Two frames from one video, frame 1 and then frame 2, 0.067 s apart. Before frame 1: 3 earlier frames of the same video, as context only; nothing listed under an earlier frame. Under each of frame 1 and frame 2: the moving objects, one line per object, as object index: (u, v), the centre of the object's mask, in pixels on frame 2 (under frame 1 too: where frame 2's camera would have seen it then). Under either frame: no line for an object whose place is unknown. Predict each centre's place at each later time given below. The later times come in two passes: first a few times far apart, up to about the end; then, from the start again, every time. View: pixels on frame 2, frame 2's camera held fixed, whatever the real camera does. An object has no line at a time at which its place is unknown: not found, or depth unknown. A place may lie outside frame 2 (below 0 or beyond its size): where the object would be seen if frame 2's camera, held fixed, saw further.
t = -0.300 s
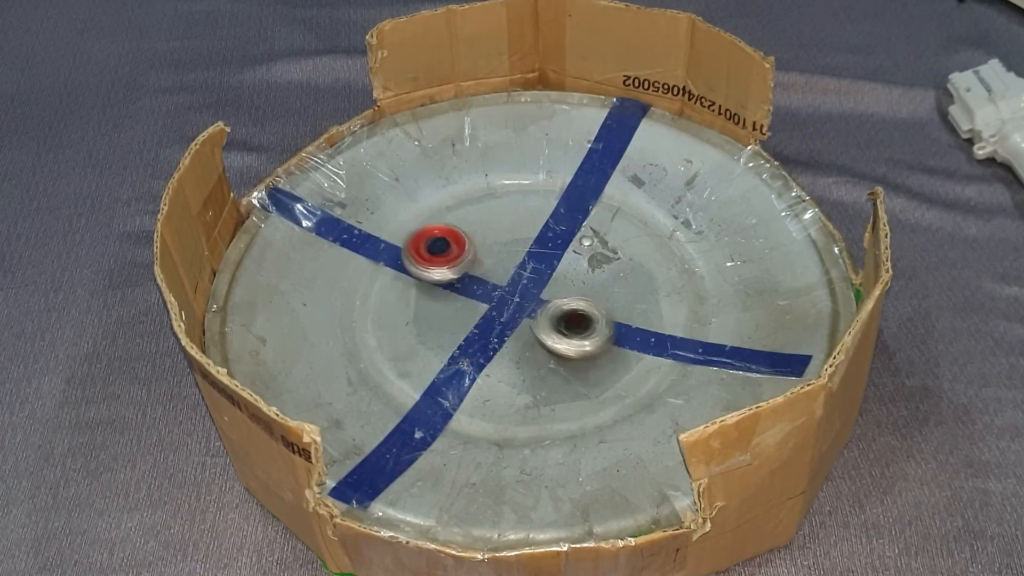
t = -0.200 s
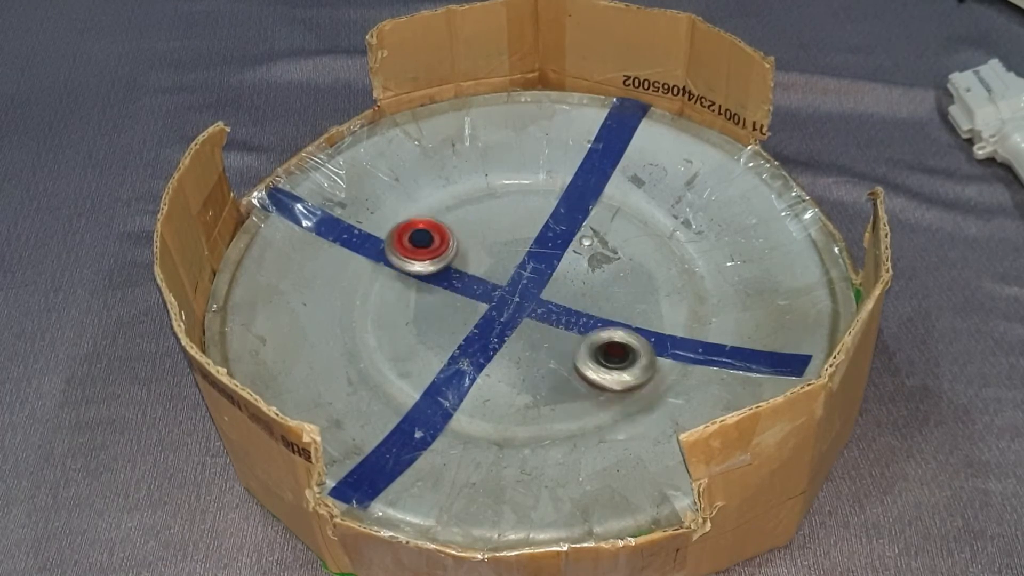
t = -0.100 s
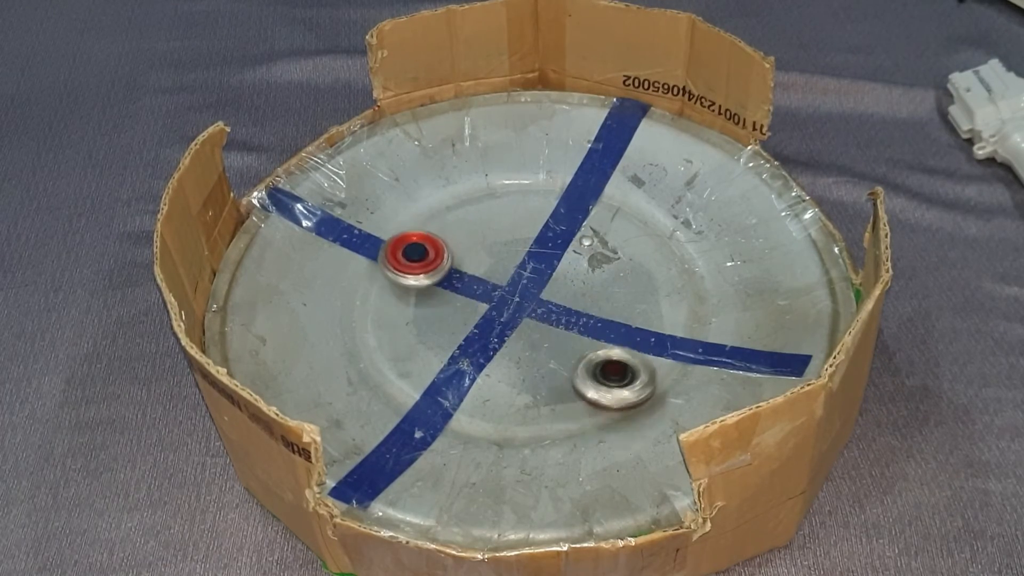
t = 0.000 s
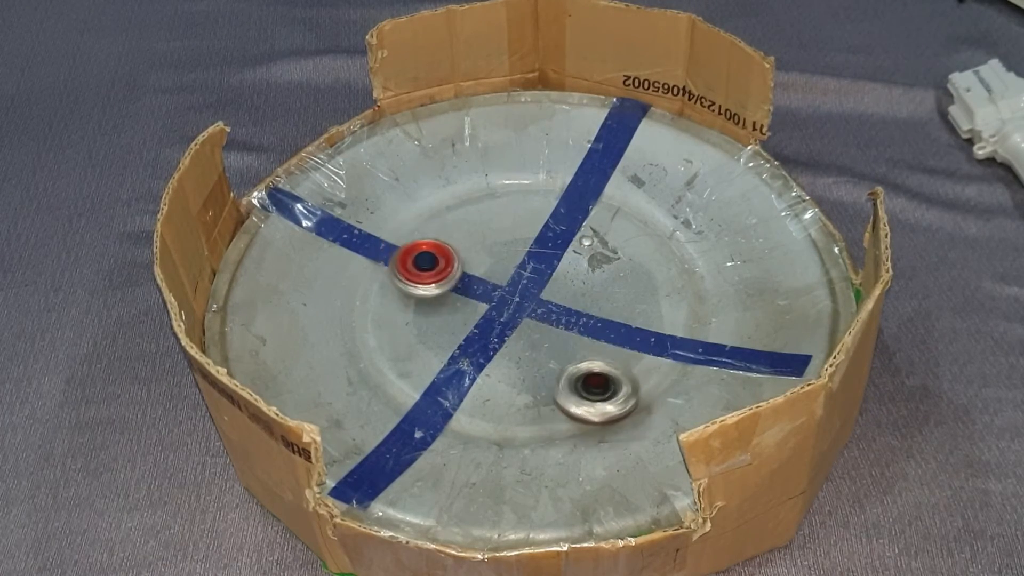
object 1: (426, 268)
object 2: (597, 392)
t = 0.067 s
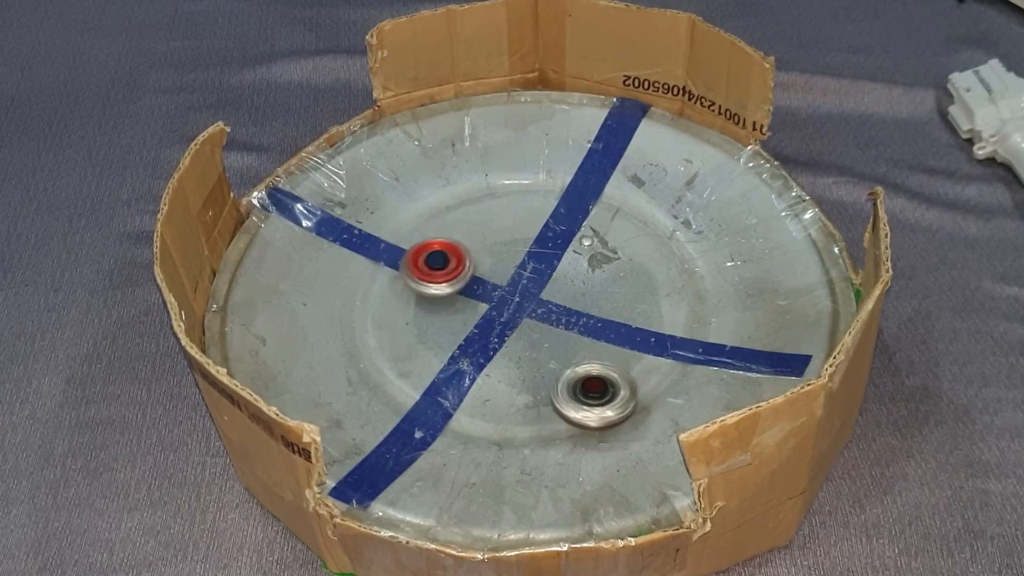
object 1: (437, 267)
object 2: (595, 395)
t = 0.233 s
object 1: (467, 263)
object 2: (609, 397)
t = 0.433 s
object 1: (480, 253)
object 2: (606, 387)
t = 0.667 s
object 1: (473, 245)
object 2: (568, 359)
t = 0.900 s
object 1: (466, 249)
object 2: (551, 317)
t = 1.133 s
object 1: (464, 271)
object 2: (546, 285)
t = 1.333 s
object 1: (464, 288)
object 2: (594, 274)
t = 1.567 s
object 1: (502, 277)
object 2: (623, 270)
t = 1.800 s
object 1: (474, 260)
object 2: (633, 270)
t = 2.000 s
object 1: (460, 270)
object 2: (624, 272)
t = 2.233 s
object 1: (484, 279)
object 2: (608, 282)
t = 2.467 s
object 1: (490, 268)
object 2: (573, 304)
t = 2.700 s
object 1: (478, 257)
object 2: (525, 314)
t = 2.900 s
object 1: (482, 250)
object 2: (482, 319)
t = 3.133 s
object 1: (445, 230)
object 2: (414, 368)
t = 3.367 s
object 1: (421, 265)
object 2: (391, 380)
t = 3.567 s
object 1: (460, 281)
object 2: (393, 368)
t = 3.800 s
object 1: (516, 274)
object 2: (422, 354)
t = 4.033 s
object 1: (499, 249)
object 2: (448, 338)
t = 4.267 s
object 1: (482, 266)
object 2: (444, 310)
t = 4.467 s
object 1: (496, 291)
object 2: (405, 310)
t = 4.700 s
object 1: (540, 333)
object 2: (372, 292)
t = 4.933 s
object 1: (597, 352)
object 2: (370, 284)
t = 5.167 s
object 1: (610, 322)
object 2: (387, 273)
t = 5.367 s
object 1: (583, 296)
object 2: (414, 266)
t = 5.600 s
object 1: (526, 284)
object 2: (444, 260)
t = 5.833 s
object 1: (511, 281)
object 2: (449, 240)
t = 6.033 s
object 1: (500, 278)
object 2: (459, 223)
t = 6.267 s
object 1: (478, 278)
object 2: (465, 213)
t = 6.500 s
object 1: (483, 279)
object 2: (465, 218)
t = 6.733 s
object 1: (488, 280)
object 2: (464, 215)
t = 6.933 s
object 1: (484, 275)
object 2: (462, 216)
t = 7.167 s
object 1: (488, 276)
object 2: (456, 216)
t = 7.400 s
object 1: (501, 270)
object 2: (448, 226)
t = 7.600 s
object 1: (547, 280)
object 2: (386, 213)
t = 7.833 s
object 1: (575, 303)
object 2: (388, 223)
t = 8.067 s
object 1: (583, 308)
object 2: (399, 246)
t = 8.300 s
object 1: (580, 313)
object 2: (440, 275)
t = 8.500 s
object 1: (569, 319)
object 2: (477, 289)
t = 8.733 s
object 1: (565, 337)
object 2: (516, 277)
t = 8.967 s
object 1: (565, 342)
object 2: (548, 255)
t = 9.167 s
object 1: (565, 328)
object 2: (566, 249)
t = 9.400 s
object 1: (533, 307)
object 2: (571, 243)
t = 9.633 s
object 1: (521, 326)
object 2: (552, 227)
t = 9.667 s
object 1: (524, 325)
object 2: (545, 229)
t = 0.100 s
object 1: (442, 266)
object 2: (598, 396)
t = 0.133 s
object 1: (447, 267)
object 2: (601, 397)
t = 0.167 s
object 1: (455, 266)
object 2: (604, 396)
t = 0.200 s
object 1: (461, 266)
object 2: (607, 396)
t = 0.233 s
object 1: (467, 263)
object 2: (609, 397)
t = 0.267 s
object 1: (474, 260)
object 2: (608, 397)
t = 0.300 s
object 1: (480, 258)
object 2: (605, 397)
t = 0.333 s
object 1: (481, 256)
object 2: (605, 395)
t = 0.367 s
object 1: (481, 254)
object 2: (607, 394)
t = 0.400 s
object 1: (481, 252)
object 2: (607, 390)
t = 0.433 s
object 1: (480, 253)
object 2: (606, 387)
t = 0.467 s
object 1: (477, 254)
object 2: (600, 385)
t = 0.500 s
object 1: (475, 255)
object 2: (590, 383)
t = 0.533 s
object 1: (476, 254)
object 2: (582, 380)
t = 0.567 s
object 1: (475, 253)
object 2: (576, 375)
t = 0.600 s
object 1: (474, 250)
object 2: (570, 370)
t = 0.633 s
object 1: (474, 248)
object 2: (568, 364)
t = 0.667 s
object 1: (473, 245)
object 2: (568, 359)
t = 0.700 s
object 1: (471, 242)
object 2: (568, 357)
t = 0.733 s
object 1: (469, 241)
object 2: (569, 354)
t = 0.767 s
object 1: (467, 242)
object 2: (568, 346)
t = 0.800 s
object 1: (466, 243)
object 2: (566, 340)
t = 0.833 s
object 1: (465, 246)
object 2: (561, 332)
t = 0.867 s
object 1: (465, 247)
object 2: (556, 325)
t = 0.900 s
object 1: (466, 249)
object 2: (551, 317)
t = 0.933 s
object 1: (466, 252)
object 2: (546, 311)
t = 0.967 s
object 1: (468, 255)
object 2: (542, 304)
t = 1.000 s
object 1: (468, 258)
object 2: (539, 299)
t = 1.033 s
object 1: (471, 262)
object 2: (537, 294)
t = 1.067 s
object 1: (472, 265)
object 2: (537, 289)
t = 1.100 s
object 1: (466, 267)
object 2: (544, 287)
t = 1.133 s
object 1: (464, 271)
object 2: (546, 285)
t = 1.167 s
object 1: (466, 276)
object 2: (547, 281)
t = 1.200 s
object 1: (470, 279)
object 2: (548, 277)
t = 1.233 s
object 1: (461, 281)
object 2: (566, 275)
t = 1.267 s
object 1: (456, 283)
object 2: (579, 275)
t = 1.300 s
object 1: (459, 285)
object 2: (588, 275)
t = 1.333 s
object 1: (464, 288)
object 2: (594, 274)
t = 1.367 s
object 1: (471, 289)
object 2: (599, 274)
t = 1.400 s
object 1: (480, 290)
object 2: (604, 274)
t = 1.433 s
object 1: (487, 290)
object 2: (609, 273)
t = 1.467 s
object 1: (492, 286)
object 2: (612, 272)
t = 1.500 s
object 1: (497, 282)
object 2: (616, 272)
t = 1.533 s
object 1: (501, 280)
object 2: (620, 271)
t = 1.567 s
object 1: (502, 277)
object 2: (623, 270)
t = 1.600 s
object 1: (501, 273)
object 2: (627, 270)
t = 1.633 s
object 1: (500, 269)
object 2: (629, 270)
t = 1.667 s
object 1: (498, 265)
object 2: (630, 270)
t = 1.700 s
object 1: (493, 263)
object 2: (631, 270)
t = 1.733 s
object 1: (486, 261)
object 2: (632, 270)
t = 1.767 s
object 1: (480, 260)
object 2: (632, 269)
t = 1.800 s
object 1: (474, 260)
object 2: (633, 270)
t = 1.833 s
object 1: (473, 261)
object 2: (631, 270)
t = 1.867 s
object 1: (471, 263)
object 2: (631, 270)
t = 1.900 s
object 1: (468, 265)
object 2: (629, 271)
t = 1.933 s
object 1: (465, 267)
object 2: (628, 271)
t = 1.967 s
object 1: (461, 268)
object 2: (626, 271)
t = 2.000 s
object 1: (460, 270)
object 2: (624, 272)
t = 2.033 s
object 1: (462, 273)
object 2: (623, 272)
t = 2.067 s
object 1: (465, 275)
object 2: (622, 273)
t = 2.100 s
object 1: (469, 276)
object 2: (620, 274)
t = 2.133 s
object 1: (472, 278)
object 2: (617, 276)
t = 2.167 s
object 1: (476, 278)
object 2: (615, 278)
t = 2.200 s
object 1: (479, 279)
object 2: (611, 280)
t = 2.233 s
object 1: (484, 279)
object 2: (608, 282)
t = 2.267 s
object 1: (488, 279)
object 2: (604, 285)
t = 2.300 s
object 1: (491, 277)
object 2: (601, 289)
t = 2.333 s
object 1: (493, 275)
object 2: (598, 293)
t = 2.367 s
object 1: (493, 273)
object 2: (593, 296)
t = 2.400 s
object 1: (493, 272)
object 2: (587, 298)
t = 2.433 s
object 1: (492, 270)
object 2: (579, 301)
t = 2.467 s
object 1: (490, 268)
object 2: (573, 304)
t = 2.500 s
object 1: (489, 267)
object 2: (566, 307)
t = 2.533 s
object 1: (491, 266)
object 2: (561, 308)
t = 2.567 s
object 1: (495, 265)
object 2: (556, 310)
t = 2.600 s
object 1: (493, 262)
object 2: (549, 312)
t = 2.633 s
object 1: (489, 259)
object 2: (541, 313)
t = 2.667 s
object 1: (484, 258)
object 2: (532, 314)
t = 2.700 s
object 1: (478, 257)
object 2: (525, 314)
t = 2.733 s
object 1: (471, 257)
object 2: (516, 312)
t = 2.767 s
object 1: (466, 257)
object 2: (509, 310)
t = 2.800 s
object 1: (465, 257)
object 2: (502, 308)
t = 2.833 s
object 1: (469, 257)
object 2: (495, 307)
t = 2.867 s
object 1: (477, 256)
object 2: (487, 306)
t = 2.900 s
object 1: (482, 250)
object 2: (482, 319)
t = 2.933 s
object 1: (482, 244)
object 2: (474, 331)
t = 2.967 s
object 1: (479, 240)
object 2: (461, 339)
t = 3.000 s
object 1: (475, 236)
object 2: (443, 347)
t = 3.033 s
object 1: (468, 232)
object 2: (431, 354)
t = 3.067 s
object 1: (461, 231)
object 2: (424, 359)
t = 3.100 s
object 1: (452, 230)
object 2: (419, 365)
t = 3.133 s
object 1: (445, 230)
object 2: (414, 368)
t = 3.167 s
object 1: (438, 231)
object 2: (411, 373)
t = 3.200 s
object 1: (430, 233)
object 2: (408, 378)
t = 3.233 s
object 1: (423, 238)
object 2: (405, 380)
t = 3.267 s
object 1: (420, 244)
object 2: (401, 381)
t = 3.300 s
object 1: (418, 250)
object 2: (397, 381)
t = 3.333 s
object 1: (418, 258)
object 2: (394, 381)
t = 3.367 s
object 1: (421, 265)
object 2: (391, 380)
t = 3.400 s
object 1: (425, 270)
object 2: (390, 378)
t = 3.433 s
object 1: (429, 274)
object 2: (389, 376)
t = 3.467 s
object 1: (436, 276)
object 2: (389, 374)
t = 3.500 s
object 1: (444, 279)
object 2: (390, 372)
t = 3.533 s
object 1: (452, 280)
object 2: (391, 370)
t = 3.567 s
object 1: (460, 281)
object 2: (393, 368)
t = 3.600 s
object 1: (466, 281)
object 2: (397, 366)
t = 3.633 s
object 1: (475, 282)
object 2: (399, 364)
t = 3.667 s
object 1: (486, 282)
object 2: (403, 363)
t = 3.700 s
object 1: (495, 282)
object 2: (409, 363)
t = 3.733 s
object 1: (504, 280)
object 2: (413, 361)
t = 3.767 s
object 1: (510, 277)
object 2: (417, 358)
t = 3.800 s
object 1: (516, 274)
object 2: (422, 354)
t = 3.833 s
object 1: (519, 269)
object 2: (426, 352)
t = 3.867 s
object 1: (518, 264)
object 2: (430, 349)
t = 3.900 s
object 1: (517, 260)
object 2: (435, 347)
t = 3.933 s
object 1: (512, 255)
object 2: (437, 346)
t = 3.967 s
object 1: (508, 252)
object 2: (440, 344)
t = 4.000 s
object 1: (504, 250)
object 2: (444, 340)
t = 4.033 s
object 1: (499, 249)
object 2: (448, 338)
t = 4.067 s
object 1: (494, 248)
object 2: (449, 335)
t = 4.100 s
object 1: (491, 249)
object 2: (451, 333)
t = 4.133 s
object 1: (487, 252)
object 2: (453, 330)
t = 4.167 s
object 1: (482, 257)
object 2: (453, 325)
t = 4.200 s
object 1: (479, 261)
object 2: (450, 320)
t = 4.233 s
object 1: (480, 264)
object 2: (447, 315)
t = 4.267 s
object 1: (482, 266)
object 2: (444, 310)
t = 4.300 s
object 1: (485, 268)
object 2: (440, 303)
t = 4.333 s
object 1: (483, 271)
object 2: (429, 306)
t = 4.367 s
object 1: (483, 275)
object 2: (418, 317)
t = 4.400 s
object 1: (486, 280)
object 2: (414, 317)
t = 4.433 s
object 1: (490, 285)
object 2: (410, 314)
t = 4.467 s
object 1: (496, 291)
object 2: (405, 310)
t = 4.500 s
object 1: (500, 297)
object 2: (399, 308)
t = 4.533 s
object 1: (505, 302)
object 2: (393, 307)
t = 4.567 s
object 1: (510, 307)
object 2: (387, 305)
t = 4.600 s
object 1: (517, 314)
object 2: (382, 301)
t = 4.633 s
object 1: (524, 320)
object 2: (377, 299)
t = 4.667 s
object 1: (532, 327)
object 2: (374, 295)
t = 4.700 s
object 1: (540, 333)
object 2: (372, 292)
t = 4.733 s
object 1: (549, 337)
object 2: (369, 291)
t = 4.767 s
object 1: (558, 341)
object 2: (367, 290)
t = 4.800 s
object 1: (566, 345)
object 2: (367, 288)
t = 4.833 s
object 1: (575, 348)
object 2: (367, 286)
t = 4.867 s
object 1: (582, 350)
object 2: (368, 284)
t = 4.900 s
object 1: (589, 351)
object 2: (369, 284)
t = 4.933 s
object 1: (597, 352)
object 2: (370, 284)
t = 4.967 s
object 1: (603, 350)
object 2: (370, 285)
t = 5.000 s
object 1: (607, 346)
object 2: (371, 285)
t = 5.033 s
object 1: (609, 342)
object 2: (374, 283)
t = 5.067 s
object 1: (612, 337)
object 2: (376, 281)
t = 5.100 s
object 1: (614, 333)
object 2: (380, 279)
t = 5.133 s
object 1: (612, 328)
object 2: (383, 276)
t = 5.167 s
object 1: (610, 322)
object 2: (387, 273)
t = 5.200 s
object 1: (606, 316)
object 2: (391, 272)
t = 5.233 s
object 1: (602, 310)
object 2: (396, 270)
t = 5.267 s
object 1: (596, 306)
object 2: (400, 269)
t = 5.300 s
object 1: (592, 302)
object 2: (404, 268)
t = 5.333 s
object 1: (587, 299)
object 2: (409, 267)
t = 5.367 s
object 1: (583, 296)
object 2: (414, 266)
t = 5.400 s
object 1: (578, 292)
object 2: (418, 264)
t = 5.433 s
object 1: (569, 289)
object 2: (423, 263)
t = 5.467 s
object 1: (559, 287)
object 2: (429, 264)
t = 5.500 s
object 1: (549, 285)
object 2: (434, 263)
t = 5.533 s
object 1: (543, 285)
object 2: (437, 262)
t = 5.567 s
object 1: (534, 284)
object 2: (440, 262)
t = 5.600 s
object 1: (526, 284)
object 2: (444, 260)
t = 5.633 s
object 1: (518, 284)
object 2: (448, 259)
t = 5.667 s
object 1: (519, 285)
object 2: (446, 256)
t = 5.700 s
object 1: (517, 285)
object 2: (447, 254)
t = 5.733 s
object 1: (513, 287)
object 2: (449, 253)
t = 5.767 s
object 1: (511, 288)
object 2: (451, 251)
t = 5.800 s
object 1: (512, 285)
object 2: (450, 245)
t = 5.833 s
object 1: (511, 281)
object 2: (449, 240)
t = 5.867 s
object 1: (509, 280)
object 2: (450, 236)
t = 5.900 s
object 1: (507, 281)
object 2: (451, 234)
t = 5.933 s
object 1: (505, 281)
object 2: (454, 230)
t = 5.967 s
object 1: (503, 281)
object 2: (456, 227)
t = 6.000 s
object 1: (502, 279)
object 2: (458, 225)
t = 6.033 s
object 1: (500, 278)
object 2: (459, 223)
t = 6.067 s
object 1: (497, 276)
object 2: (461, 221)
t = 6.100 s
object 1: (494, 274)
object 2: (461, 221)
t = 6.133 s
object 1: (489, 275)
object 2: (461, 218)
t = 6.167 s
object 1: (485, 275)
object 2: (461, 216)
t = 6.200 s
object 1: (481, 276)
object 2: (463, 215)
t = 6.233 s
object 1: (479, 276)
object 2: (464, 213)
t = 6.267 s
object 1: (478, 278)
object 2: (465, 213)
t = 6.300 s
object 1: (478, 279)
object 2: (466, 212)
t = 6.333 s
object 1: (478, 281)
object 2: (466, 212)
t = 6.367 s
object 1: (479, 280)
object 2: (466, 212)
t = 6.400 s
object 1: (481, 280)
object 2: (466, 213)
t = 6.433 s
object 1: (484, 280)
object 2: (465, 215)
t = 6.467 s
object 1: (485, 280)
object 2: (465, 217)
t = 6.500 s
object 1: (483, 279)
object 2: (465, 218)
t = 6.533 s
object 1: (482, 278)
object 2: (465, 220)
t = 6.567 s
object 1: (483, 279)
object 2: (465, 218)
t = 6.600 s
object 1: (484, 280)
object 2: (465, 219)
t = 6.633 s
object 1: (484, 279)
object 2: (465, 220)
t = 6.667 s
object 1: (483, 279)
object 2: (465, 220)
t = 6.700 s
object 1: (486, 280)
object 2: (464, 217)
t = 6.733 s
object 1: (488, 280)
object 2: (464, 215)
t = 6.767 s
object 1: (488, 279)
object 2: (464, 216)
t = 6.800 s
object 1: (487, 277)
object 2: (464, 216)
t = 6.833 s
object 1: (485, 276)
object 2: (464, 217)
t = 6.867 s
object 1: (484, 275)
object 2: (463, 216)
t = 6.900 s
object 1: (484, 275)
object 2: (462, 216)
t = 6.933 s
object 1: (484, 275)
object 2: (462, 216)
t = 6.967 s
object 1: (483, 274)
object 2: (461, 216)
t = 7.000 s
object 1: (483, 275)
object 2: (460, 216)
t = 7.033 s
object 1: (484, 275)
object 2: (459, 216)
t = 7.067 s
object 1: (484, 275)
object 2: (459, 216)
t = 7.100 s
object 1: (484, 274)
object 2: (459, 217)
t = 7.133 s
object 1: (485, 274)
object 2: (458, 218)
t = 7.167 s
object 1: (488, 276)
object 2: (456, 216)
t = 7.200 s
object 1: (490, 277)
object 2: (455, 216)
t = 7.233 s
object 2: (453, 217)
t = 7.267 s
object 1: (492, 280)
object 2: (452, 219)
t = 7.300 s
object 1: (495, 280)
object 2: (451, 220)
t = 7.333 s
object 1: (499, 277)
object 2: (451, 222)
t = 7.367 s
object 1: (500, 273)
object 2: (450, 225)
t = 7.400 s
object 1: (501, 270)
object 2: (448, 226)
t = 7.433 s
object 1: (504, 266)
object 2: (446, 227)
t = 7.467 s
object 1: (519, 268)
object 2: (425, 222)
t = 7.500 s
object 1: (534, 272)
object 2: (407, 216)
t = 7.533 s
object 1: (541, 275)
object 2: (394, 214)
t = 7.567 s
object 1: (545, 278)
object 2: (388, 213)
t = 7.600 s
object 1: (547, 280)
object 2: (386, 213)
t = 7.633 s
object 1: (549, 282)
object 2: (385, 213)
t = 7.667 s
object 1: (551, 286)
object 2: (386, 213)
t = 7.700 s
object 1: (556, 289)
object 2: (386, 214)
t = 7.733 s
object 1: (561, 292)
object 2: (387, 215)
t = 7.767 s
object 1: (566, 296)
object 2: (387, 218)
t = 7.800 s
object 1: (570, 300)
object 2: (388, 221)
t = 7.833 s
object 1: (575, 303)
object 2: (388, 223)
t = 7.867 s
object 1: (579, 305)
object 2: (388, 225)
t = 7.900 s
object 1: (583, 307)
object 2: (390, 229)
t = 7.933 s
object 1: (585, 309)
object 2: (391, 232)
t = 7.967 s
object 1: (587, 309)
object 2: (392, 235)
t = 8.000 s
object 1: (587, 308)
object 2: (394, 238)
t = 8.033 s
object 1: (585, 307)
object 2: (396, 242)
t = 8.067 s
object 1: (583, 308)
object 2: (399, 246)
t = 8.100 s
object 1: (584, 310)
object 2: (403, 249)
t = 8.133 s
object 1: (585, 312)
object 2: (409, 254)
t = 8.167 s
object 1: (586, 312)
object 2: (416, 259)
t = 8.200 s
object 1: (586, 311)
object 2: (423, 263)
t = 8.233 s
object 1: (586, 310)
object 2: (428, 268)
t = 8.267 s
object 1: (583, 310)
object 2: (434, 271)
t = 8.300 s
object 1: (580, 313)
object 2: (440, 275)
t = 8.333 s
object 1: (580, 314)
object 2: (447, 279)
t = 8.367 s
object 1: (581, 315)
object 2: (453, 282)
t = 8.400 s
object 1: (579, 316)
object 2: (460, 285)
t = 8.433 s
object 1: (576, 317)
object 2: (465, 286)
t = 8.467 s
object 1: (574, 318)
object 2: (471, 288)
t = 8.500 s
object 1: (569, 319)
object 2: (477, 289)
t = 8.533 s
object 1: (565, 321)
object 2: (482, 290)
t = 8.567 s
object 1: (562, 323)
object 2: (488, 290)
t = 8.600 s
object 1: (561, 325)
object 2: (496, 290)
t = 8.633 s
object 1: (560, 328)
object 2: (504, 288)
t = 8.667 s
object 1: (562, 333)
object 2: (506, 283)
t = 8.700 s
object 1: (564, 335)
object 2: (510, 279)
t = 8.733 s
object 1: (565, 337)
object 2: (516, 277)
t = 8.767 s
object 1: (566, 339)
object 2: (522, 274)
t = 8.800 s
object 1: (566, 341)
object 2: (527, 270)
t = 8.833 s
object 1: (565, 343)
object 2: (531, 267)
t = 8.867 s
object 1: (565, 343)
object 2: (535, 264)
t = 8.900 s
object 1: (565, 344)
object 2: (540, 261)
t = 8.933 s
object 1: (565, 343)
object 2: (544, 258)
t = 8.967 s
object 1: (565, 342)
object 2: (548, 255)
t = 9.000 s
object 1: (566, 341)
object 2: (553, 253)
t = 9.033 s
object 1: (565, 340)
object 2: (557, 253)
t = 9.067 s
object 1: (565, 338)
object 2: (560, 251)
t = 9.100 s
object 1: (565, 335)
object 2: (562, 251)
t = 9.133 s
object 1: (565, 332)
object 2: (564, 250)
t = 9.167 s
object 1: (565, 328)
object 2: (566, 249)
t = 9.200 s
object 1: (564, 324)
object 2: (568, 250)
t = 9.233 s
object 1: (562, 319)
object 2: (568, 250)
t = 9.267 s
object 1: (557, 315)
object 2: (569, 250)
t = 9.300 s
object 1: (552, 315)
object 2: (570, 247)
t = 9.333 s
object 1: (548, 312)
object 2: (570, 247)
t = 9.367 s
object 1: (542, 308)
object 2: (570, 247)
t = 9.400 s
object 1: (533, 307)
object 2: (571, 243)
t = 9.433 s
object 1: (522, 314)
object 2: (576, 232)
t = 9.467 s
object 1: (518, 318)
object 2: (575, 228)
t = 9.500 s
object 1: (518, 321)
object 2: (571, 226)
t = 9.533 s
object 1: (518, 324)
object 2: (569, 224)
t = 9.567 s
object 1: (519, 326)
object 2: (564, 223)
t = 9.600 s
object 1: (520, 327)
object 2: (558, 225)
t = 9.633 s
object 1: (521, 326)
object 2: (552, 227)
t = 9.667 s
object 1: (524, 325)
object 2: (545, 229)
